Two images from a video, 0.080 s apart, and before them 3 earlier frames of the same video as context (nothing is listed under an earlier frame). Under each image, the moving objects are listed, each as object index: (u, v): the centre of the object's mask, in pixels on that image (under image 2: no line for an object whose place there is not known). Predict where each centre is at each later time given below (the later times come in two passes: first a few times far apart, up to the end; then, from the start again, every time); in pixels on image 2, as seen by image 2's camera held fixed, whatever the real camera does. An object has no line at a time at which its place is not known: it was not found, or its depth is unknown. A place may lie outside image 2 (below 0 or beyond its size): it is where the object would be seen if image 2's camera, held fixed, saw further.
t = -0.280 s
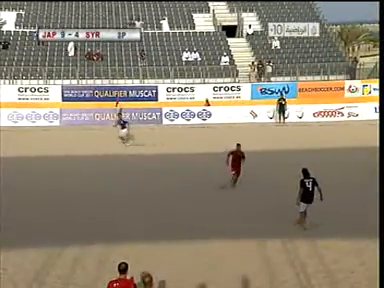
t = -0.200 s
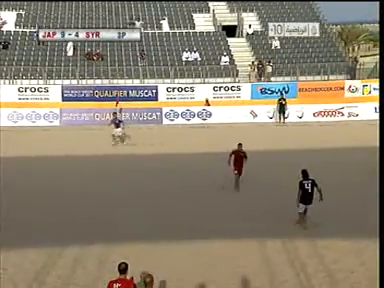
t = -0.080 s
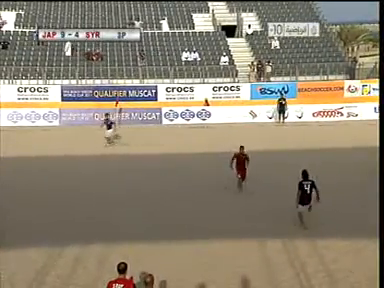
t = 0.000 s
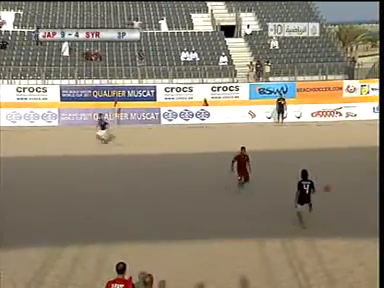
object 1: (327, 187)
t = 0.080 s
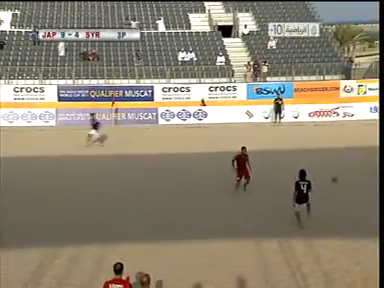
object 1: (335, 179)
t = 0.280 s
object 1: (360, 163)
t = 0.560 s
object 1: (388, 169)
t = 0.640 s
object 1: (395, 173)
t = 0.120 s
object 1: (340, 174)
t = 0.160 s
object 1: (345, 172)
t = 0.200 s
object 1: (350, 168)
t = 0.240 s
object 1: (355, 165)
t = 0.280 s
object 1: (360, 163)
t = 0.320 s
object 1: (364, 164)
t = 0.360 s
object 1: (368, 163)
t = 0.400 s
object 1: (373, 163)
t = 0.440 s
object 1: (376, 164)
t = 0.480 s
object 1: (380, 164)
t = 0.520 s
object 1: (384, 166)
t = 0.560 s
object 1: (388, 169)
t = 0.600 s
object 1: (391, 171)
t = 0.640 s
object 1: (395, 173)
